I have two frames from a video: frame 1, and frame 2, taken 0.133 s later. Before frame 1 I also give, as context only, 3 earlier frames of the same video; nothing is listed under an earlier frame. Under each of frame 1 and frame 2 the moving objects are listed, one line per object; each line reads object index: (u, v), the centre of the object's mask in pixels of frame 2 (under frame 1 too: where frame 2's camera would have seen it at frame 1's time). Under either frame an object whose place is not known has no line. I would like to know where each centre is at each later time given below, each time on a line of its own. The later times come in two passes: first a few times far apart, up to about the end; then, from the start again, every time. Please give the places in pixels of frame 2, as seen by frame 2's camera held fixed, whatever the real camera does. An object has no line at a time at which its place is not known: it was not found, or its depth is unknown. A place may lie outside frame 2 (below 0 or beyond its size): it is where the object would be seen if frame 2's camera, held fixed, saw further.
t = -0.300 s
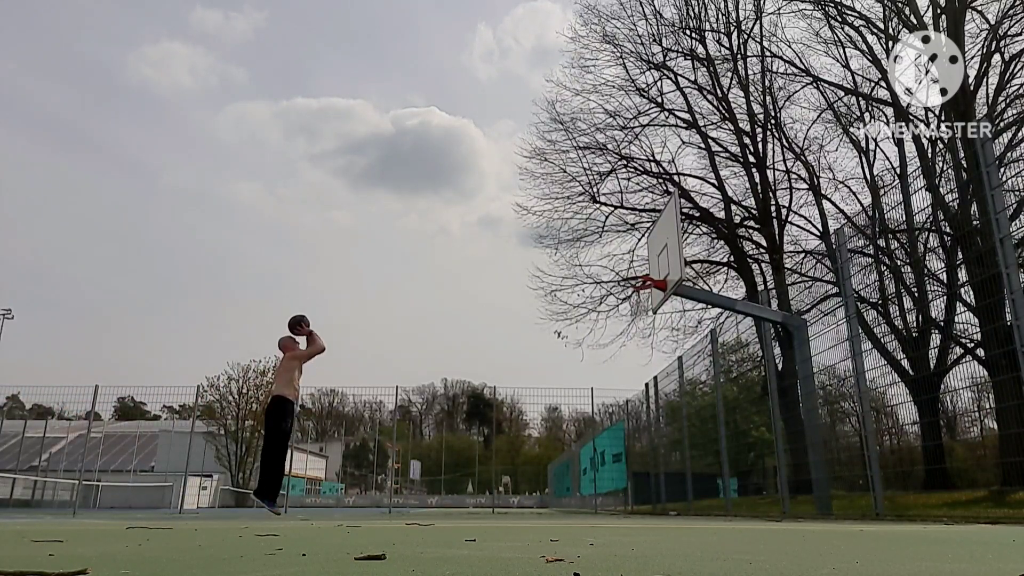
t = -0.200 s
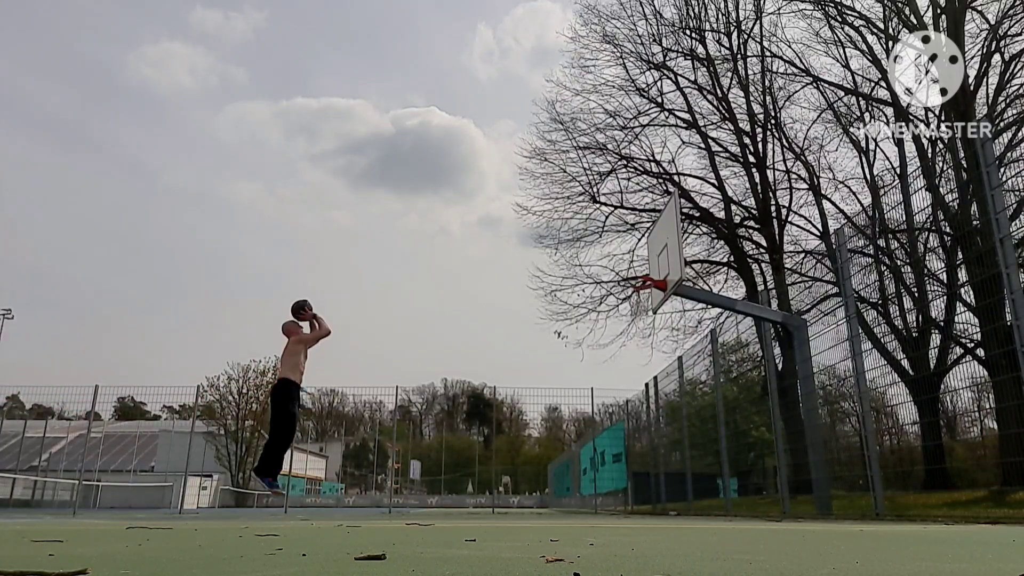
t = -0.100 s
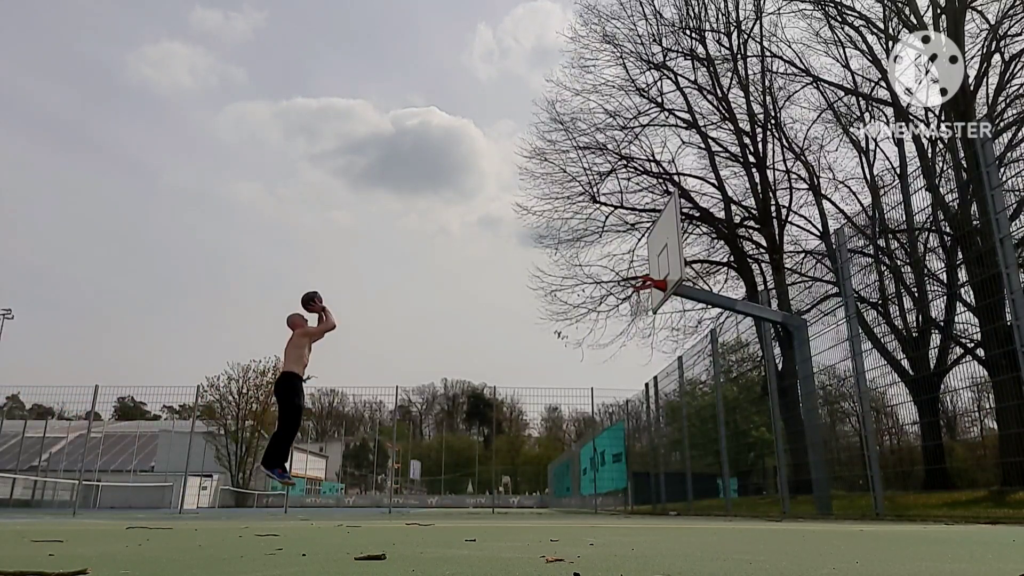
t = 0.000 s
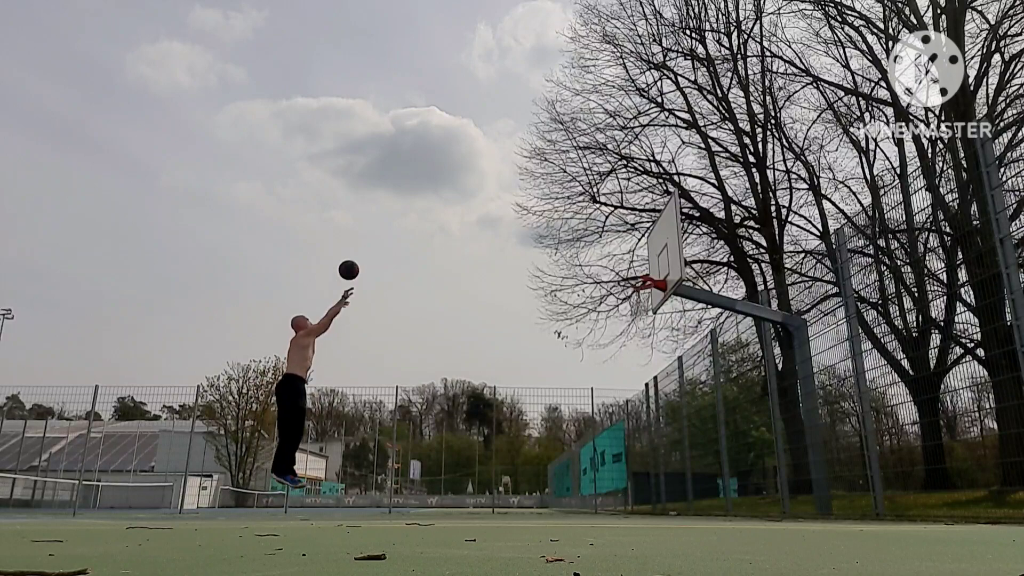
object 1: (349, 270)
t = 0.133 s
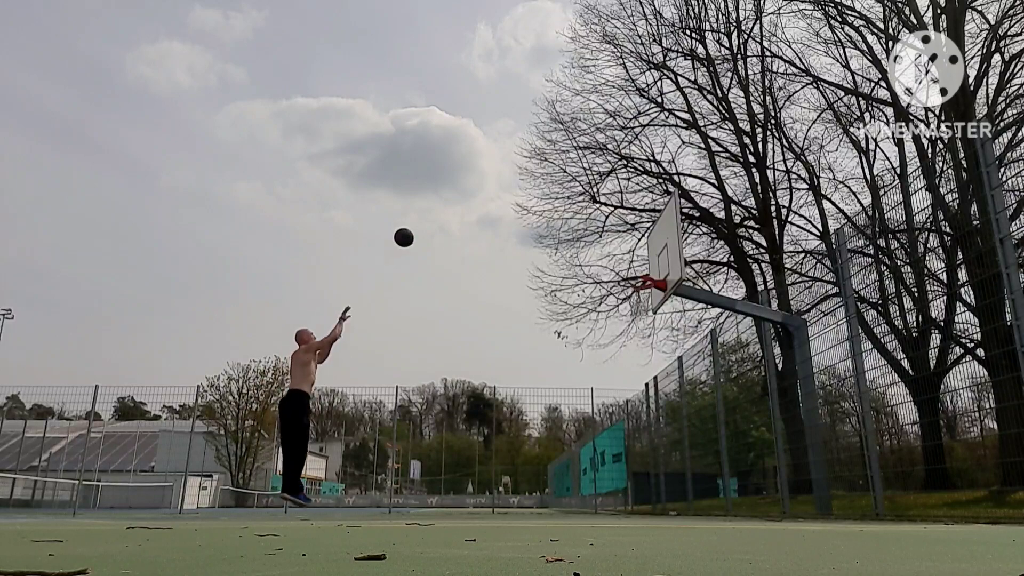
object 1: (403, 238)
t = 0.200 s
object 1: (429, 227)
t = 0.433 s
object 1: (512, 217)
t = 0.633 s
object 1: (577, 237)
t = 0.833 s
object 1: (638, 285)
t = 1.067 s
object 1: (623, 312)
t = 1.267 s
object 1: (620, 345)
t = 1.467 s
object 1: (618, 405)
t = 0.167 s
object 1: (417, 232)
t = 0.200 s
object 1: (429, 227)
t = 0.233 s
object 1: (442, 223)
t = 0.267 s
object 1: (454, 220)
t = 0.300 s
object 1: (466, 218)
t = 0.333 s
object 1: (478, 216)
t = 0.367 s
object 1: (489, 216)
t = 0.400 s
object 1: (501, 216)
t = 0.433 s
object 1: (512, 217)
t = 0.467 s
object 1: (523, 218)
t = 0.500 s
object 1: (534, 221)
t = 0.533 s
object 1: (545, 224)
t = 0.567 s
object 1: (556, 227)
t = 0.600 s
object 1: (567, 232)
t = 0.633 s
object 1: (577, 237)
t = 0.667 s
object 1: (588, 243)
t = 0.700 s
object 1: (599, 250)
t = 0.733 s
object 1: (609, 257)
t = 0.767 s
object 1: (620, 266)
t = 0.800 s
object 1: (630, 275)
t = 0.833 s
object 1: (638, 285)
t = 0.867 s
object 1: (640, 285)
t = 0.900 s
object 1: (639, 287)
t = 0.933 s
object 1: (634, 293)
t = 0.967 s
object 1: (631, 299)
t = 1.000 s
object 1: (627, 305)
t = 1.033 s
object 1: (624, 309)
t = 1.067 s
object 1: (623, 312)
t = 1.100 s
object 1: (622, 316)
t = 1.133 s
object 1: (622, 320)
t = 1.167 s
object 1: (621, 325)
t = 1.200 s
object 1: (621, 331)
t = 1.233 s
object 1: (620, 338)
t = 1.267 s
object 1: (620, 345)
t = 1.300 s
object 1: (619, 353)
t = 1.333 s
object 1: (619, 362)
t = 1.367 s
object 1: (618, 372)
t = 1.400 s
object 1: (618, 382)
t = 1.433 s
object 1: (618, 393)
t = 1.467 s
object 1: (618, 405)
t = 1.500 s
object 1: (617, 418)
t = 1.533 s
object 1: (617, 432)
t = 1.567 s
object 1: (617, 445)
